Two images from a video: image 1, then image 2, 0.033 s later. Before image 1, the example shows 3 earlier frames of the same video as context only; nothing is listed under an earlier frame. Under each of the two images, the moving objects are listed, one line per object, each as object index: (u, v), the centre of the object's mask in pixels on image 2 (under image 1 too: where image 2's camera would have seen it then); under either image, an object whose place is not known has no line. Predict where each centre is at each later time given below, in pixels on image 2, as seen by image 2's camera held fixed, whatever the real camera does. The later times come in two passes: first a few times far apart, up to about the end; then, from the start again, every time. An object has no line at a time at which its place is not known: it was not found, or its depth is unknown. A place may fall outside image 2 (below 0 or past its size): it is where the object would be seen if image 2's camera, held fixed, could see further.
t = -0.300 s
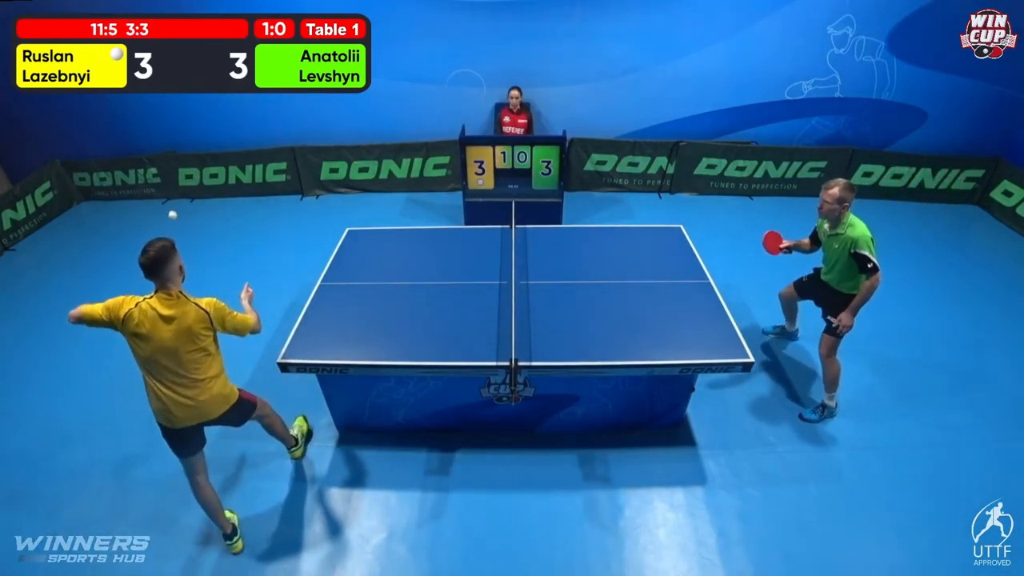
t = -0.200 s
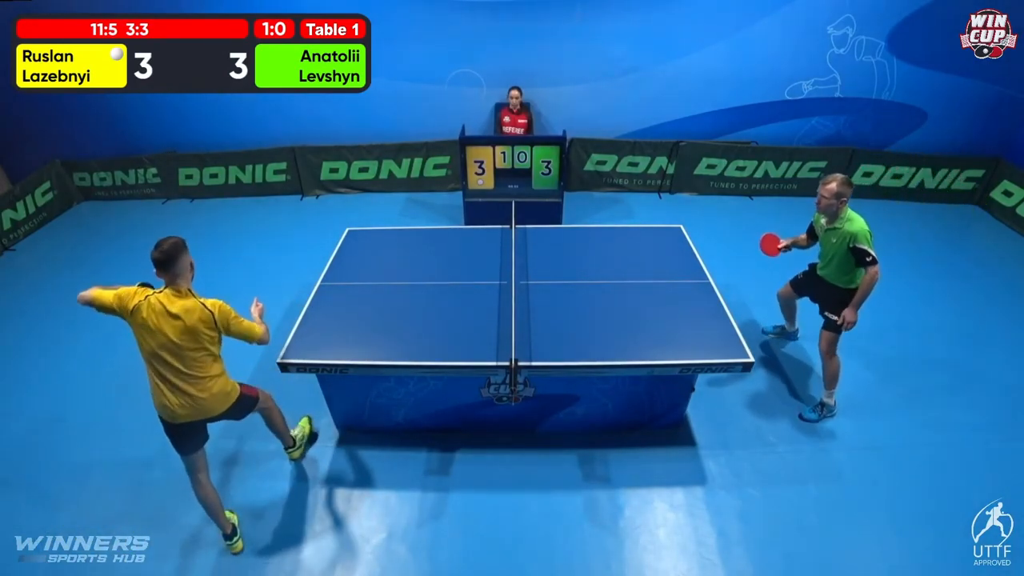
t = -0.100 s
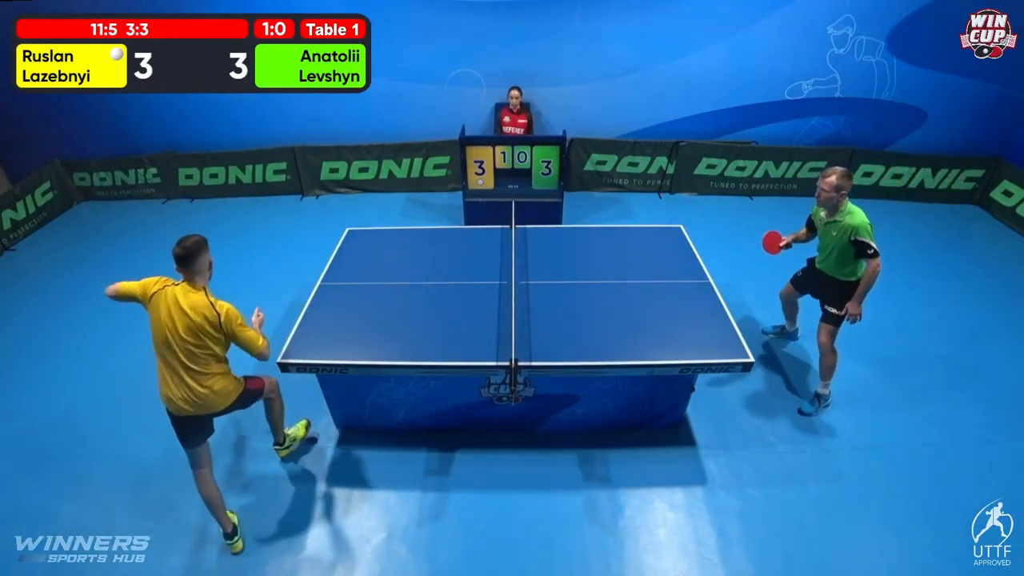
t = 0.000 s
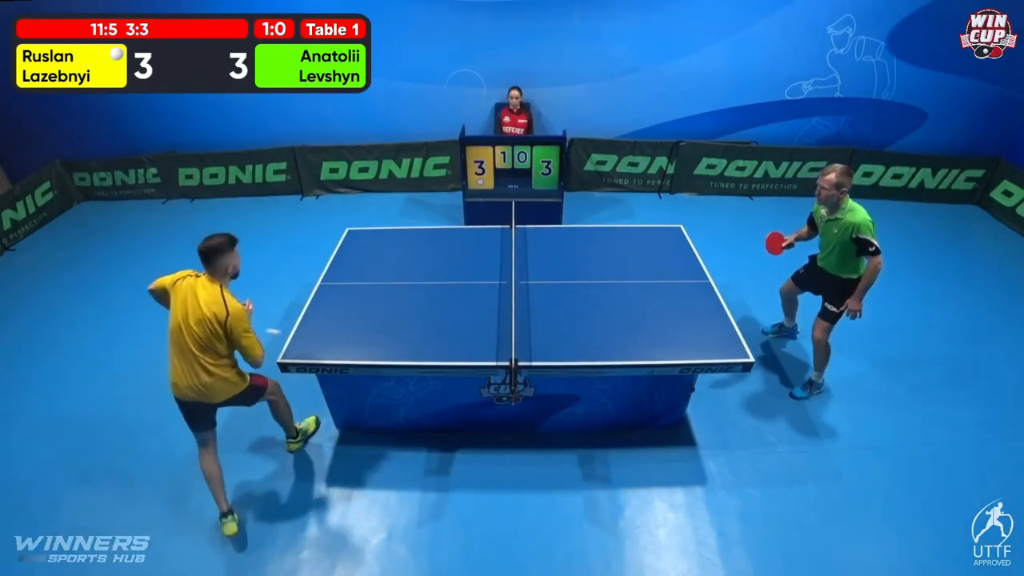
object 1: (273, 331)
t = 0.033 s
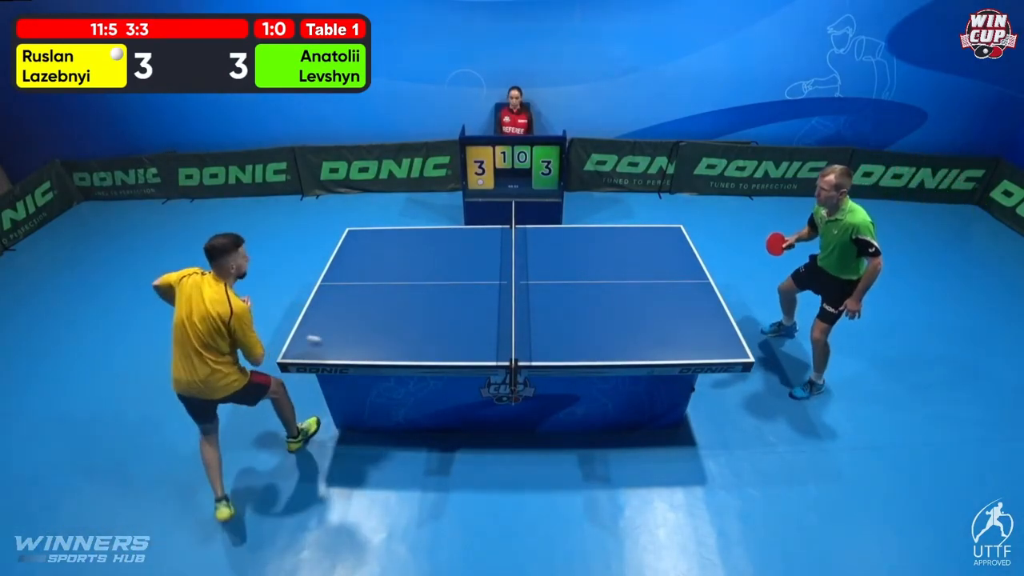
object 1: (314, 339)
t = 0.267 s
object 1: (521, 286)
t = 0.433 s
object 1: (634, 288)
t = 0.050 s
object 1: (331, 336)
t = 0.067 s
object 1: (344, 330)
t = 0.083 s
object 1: (360, 325)
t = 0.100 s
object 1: (375, 320)
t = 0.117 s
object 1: (390, 315)
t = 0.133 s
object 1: (404, 310)
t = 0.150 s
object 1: (419, 306)
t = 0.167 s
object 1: (434, 302)
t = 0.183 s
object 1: (449, 298)
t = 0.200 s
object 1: (464, 295)
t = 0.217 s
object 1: (478, 293)
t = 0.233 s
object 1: (492, 290)
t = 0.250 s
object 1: (506, 288)
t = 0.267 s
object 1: (521, 286)
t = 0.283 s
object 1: (534, 284)
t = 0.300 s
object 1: (546, 284)
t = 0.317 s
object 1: (559, 283)
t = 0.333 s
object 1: (571, 283)
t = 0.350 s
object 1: (583, 283)
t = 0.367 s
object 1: (594, 284)
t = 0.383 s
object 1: (605, 284)
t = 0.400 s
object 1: (615, 285)
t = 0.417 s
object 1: (625, 286)
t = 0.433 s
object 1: (634, 288)
